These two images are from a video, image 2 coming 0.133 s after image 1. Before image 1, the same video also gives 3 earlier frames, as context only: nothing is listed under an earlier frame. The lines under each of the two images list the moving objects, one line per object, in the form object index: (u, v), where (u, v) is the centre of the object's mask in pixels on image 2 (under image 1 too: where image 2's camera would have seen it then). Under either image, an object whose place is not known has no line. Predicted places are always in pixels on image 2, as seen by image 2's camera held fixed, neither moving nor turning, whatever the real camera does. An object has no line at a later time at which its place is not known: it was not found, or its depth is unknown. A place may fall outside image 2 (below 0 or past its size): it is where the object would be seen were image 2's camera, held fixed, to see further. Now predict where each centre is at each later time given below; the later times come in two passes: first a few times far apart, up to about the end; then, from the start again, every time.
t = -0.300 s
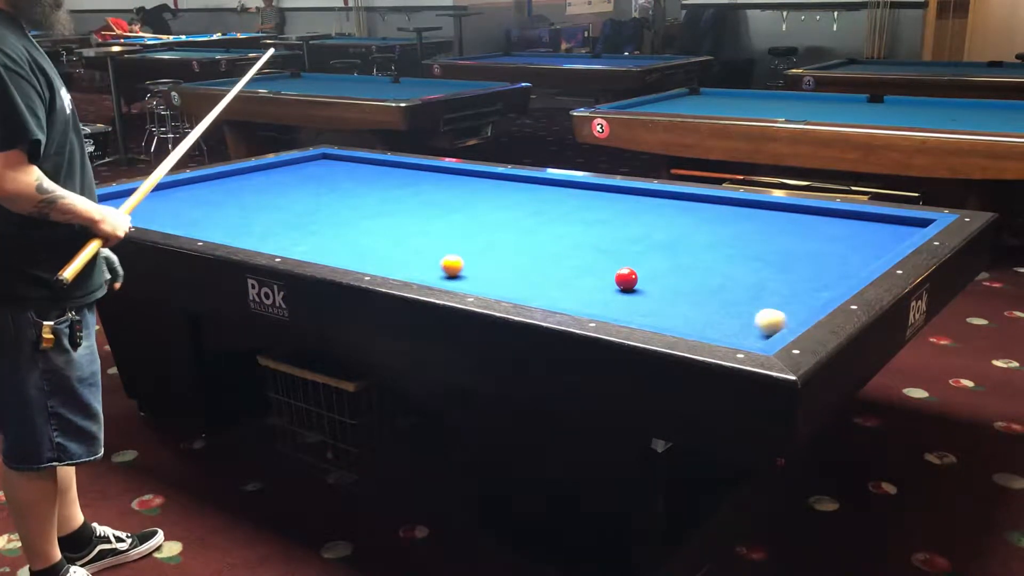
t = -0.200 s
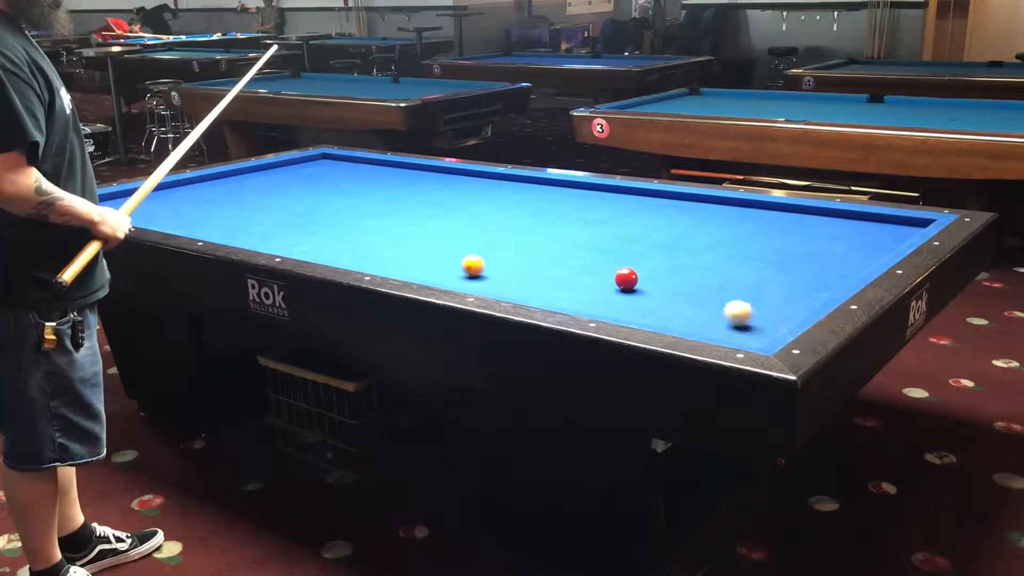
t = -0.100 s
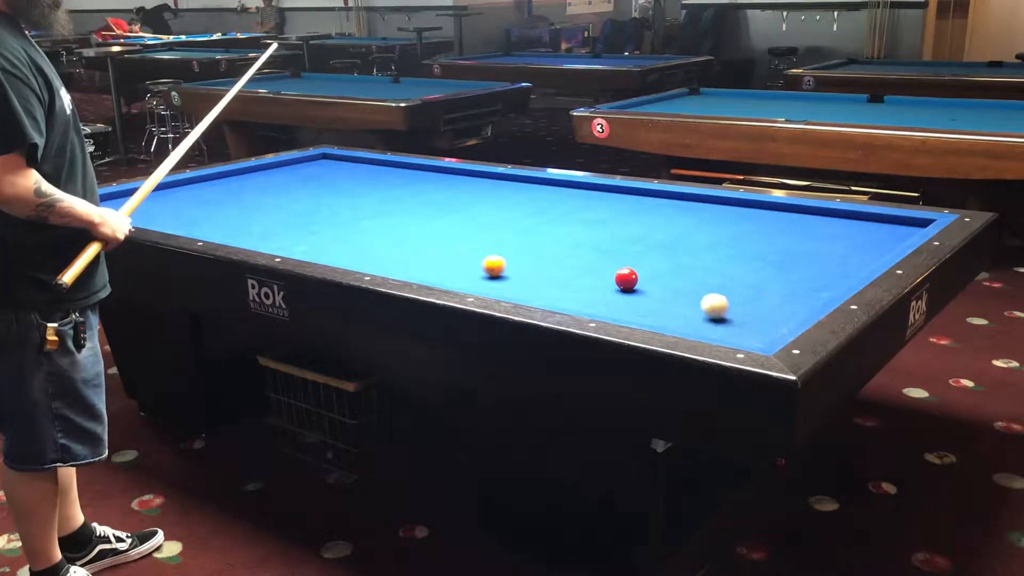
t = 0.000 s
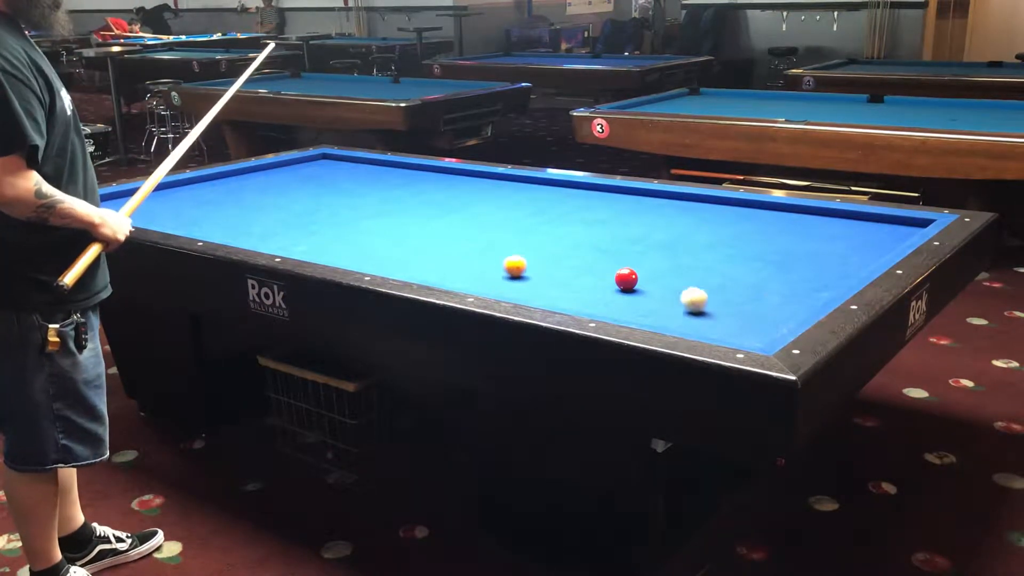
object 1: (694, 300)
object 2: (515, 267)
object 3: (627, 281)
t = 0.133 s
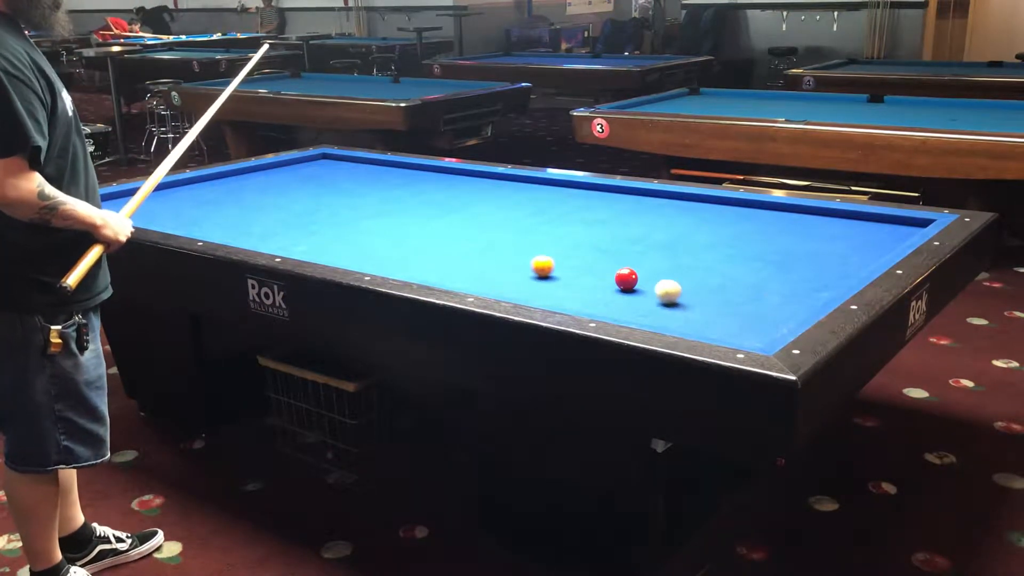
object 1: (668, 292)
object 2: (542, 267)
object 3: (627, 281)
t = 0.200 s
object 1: (655, 288)
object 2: (556, 266)
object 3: (626, 279)
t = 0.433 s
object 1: (638, 283)
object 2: (603, 261)
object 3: (607, 273)
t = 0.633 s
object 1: (631, 281)
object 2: (640, 261)
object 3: (593, 273)
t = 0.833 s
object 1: (624, 279)
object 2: (674, 256)
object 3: (581, 273)
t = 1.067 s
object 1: (617, 277)
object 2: (712, 251)
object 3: (566, 273)
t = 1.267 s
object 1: (611, 275)
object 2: (743, 247)
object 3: (555, 273)
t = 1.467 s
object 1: (606, 273)
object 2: (773, 243)
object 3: (544, 273)
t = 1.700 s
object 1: (600, 272)
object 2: (806, 238)
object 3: (532, 273)
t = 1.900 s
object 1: (596, 270)
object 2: (833, 234)
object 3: (522, 273)
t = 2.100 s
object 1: (592, 269)
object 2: (860, 230)
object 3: (513, 273)
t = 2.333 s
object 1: (588, 268)
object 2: (889, 227)
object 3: (503, 273)
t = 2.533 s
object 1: (585, 267)
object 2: (913, 223)
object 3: (495, 273)
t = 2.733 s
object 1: (582, 267)
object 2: (922, 221)
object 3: (488, 273)
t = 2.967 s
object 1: (580, 265)
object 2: (916, 224)
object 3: (480, 272)
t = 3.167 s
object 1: (578, 265)
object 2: (912, 227)
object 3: (474, 272)
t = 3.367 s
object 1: (577, 264)
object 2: (907, 229)
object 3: (468, 272)
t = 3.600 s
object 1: (576, 264)
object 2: (902, 231)
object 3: (462, 272)
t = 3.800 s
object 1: (575, 263)
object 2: (897, 233)
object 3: (458, 272)
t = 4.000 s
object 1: (575, 263)
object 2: (893, 235)
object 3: (454, 272)
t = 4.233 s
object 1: (575, 263)
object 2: (888, 237)
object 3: (450, 272)
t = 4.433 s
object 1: (575, 263)
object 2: (884, 238)
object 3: (447, 272)
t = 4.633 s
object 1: (575, 263)
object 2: (881, 239)
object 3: (445, 272)
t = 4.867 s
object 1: (575, 263)
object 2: (876, 241)
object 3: (443, 272)
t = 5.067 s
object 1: (575, 263)
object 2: (873, 242)
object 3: (441, 272)
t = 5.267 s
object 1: (575, 263)
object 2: (869, 243)
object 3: (441, 272)
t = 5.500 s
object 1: (576, 263)
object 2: (866, 244)
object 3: (441, 272)
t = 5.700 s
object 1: (575, 263)
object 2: (863, 245)
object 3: (441, 272)
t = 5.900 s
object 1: (576, 263)
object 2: (860, 246)
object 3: (441, 272)
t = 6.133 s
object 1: (575, 263)
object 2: (857, 247)
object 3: (441, 272)
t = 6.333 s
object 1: (576, 263)
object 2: (854, 247)
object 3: (441, 272)
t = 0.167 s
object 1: (662, 290)
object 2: (549, 266)
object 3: (626, 279)
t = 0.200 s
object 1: (655, 288)
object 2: (556, 266)
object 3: (626, 279)
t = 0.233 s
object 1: (649, 286)
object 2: (563, 266)
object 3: (626, 279)
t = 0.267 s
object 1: (644, 285)
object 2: (570, 266)
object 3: (625, 279)
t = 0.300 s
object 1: (642, 284)
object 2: (577, 266)
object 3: (622, 278)
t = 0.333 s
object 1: (642, 284)
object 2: (584, 267)
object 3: (617, 276)
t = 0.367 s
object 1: (640, 284)
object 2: (591, 267)
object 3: (613, 275)
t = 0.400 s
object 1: (639, 283)
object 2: (595, 265)
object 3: (610, 274)
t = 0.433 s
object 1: (638, 283)
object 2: (603, 261)
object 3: (607, 273)
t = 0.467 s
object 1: (637, 283)
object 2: (612, 261)
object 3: (604, 273)
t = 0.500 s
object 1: (636, 282)
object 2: (617, 263)
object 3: (602, 273)
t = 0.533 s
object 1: (635, 282)
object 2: (622, 263)
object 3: (600, 273)
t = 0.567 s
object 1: (633, 281)
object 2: (627, 261)
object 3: (598, 273)
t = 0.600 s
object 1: (632, 281)
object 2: (634, 261)
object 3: (596, 273)
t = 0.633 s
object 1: (631, 281)
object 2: (640, 261)
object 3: (593, 273)
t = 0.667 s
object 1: (630, 280)
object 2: (645, 260)
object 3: (591, 273)
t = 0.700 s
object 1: (628, 280)
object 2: (651, 259)
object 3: (589, 273)
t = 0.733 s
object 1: (627, 280)
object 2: (657, 259)
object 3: (587, 273)
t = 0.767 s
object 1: (626, 279)
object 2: (663, 258)
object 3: (585, 273)
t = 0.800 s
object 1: (625, 279)
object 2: (668, 257)
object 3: (583, 273)
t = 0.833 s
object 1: (624, 279)
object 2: (674, 256)
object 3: (581, 273)
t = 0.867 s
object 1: (623, 279)
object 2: (679, 255)
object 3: (578, 273)
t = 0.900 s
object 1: (622, 278)
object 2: (685, 255)
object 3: (576, 273)
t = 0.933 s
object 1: (621, 278)
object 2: (690, 254)
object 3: (574, 273)
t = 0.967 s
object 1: (620, 277)
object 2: (696, 253)
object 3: (572, 273)
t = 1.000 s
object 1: (619, 277)
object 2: (701, 253)
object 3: (570, 273)
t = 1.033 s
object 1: (618, 277)
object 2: (707, 252)
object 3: (568, 273)
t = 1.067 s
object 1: (617, 277)
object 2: (712, 251)
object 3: (566, 273)
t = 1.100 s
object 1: (616, 277)
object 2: (717, 251)
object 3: (564, 273)
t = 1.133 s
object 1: (615, 276)
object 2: (723, 250)
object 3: (562, 273)
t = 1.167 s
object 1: (614, 276)
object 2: (728, 249)
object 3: (560, 273)
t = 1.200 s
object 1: (614, 276)
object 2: (733, 248)
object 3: (558, 273)
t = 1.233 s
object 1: (612, 275)
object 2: (738, 248)
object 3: (557, 273)
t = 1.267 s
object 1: (611, 275)
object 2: (743, 247)
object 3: (555, 273)
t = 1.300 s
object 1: (610, 275)
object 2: (748, 246)
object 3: (553, 273)
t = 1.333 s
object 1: (610, 274)
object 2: (753, 245)
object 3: (551, 273)
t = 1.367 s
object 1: (609, 274)
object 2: (758, 245)
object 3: (549, 273)
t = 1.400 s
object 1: (608, 274)
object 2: (763, 244)
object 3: (547, 273)
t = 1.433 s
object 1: (607, 274)
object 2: (768, 243)
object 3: (546, 273)
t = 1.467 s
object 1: (606, 273)
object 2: (773, 243)
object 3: (544, 273)
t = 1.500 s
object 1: (605, 273)
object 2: (778, 242)
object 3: (542, 273)
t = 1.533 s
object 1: (604, 273)
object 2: (783, 241)
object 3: (540, 273)
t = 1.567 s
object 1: (604, 273)
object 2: (787, 241)
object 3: (539, 273)
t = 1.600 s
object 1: (603, 273)
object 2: (792, 240)
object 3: (537, 273)
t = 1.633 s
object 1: (602, 272)
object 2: (797, 239)
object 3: (535, 273)
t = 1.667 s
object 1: (601, 272)
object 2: (802, 239)
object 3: (533, 273)
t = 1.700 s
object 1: (600, 272)
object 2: (806, 238)
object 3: (532, 273)
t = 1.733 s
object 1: (600, 272)
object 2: (811, 237)
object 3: (530, 273)
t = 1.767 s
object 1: (599, 271)
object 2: (816, 237)
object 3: (528, 273)
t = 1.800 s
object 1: (598, 271)
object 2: (820, 236)
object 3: (527, 273)
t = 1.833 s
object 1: (597, 271)
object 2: (825, 236)
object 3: (525, 273)
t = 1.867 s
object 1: (597, 271)
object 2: (829, 235)
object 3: (524, 273)
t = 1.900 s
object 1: (596, 270)
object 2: (833, 234)
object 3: (522, 273)
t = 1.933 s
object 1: (595, 270)
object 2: (838, 234)
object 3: (521, 273)
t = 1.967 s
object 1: (594, 270)
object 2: (842, 233)
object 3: (519, 273)
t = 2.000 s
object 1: (594, 270)
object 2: (847, 232)
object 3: (517, 273)
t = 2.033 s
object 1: (593, 270)
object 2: (851, 232)
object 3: (516, 273)
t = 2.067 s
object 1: (592, 270)
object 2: (855, 231)
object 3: (515, 273)
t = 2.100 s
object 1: (592, 269)
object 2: (860, 230)
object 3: (513, 273)
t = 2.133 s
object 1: (591, 269)
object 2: (864, 230)
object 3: (512, 273)
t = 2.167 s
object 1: (591, 269)
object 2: (868, 229)
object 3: (510, 273)
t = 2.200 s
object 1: (590, 269)
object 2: (872, 229)
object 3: (509, 273)
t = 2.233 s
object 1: (589, 269)
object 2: (876, 228)
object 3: (507, 272)
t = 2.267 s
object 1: (589, 268)
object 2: (880, 228)
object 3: (506, 273)
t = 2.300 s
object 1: (588, 268)
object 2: (884, 227)
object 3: (504, 273)
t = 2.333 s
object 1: (588, 268)
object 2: (889, 227)
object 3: (503, 273)
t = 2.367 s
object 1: (587, 268)
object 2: (893, 226)
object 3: (502, 273)
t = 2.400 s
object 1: (587, 268)
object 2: (897, 225)
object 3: (500, 273)
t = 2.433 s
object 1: (586, 268)
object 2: (901, 225)
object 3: (499, 273)
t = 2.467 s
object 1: (586, 268)
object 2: (905, 224)
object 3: (498, 273)
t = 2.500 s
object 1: (585, 267)
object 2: (908, 224)
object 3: (497, 273)
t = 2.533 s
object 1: (585, 267)
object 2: (913, 223)
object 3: (495, 273)
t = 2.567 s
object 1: (584, 267)
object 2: (916, 222)
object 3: (494, 273)
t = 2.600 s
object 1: (584, 267)
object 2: (920, 221)
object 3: (493, 273)
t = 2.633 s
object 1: (583, 267)
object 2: (923, 221)
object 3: (492, 273)
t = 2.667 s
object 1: (583, 267)
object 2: (923, 221)
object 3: (490, 273)
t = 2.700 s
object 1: (582, 267)
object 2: (923, 221)
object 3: (489, 273)
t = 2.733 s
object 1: (582, 267)
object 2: (922, 221)
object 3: (488, 273)
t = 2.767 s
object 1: (582, 266)
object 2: (921, 222)
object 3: (487, 273)
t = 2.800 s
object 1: (581, 266)
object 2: (921, 222)
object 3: (486, 273)
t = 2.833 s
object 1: (581, 266)
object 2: (920, 223)
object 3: (485, 272)
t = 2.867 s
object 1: (581, 266)
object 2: (919, 223)
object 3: (484, 272)
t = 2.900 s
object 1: (580, 266)
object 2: (918, 223)
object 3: (482, 272)
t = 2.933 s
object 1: (580, 265)
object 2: (917, 224)
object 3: (481, 272)
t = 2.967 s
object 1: (580, 265)
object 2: (916, 224)
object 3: (480, 272)
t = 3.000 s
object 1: (579, 265)
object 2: (915, 225)
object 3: (479, 272)
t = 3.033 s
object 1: (579, 265)
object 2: (915, 225)
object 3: (478, 272)
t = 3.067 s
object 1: (579, 265)
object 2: (914, 225)
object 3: (477, 272)
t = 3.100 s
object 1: (579, 265)
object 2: (913, 226)
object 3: (476, 272)
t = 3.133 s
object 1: (578, 265)
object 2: (912, 226)
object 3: (475, 272)
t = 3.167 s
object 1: (578, 265)
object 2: (912, 227)
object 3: (474, 272)
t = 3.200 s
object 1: (578, 265)
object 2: (911, 227)
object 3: (473, 272)
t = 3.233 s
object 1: (577, 265)
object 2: (910, 228)
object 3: (472, 272)
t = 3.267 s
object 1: (577, 265)
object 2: (909, 228)
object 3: (471, 272)
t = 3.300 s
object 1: (577, 264)
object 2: (908, 228)
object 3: (470, 272)
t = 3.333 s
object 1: (577, 264)
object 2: (908, 228)
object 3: (469, 272)
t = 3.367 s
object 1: (577, 264)
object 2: (907, 229)
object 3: (468, 272)
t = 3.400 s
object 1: (577, 264)
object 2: (906, 229)
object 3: (468, 272)
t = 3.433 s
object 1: (576, 264)
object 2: (905, 229)
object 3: (467, 272)
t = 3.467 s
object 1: (576, 264)
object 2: (905, 230)
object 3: (466, 272)
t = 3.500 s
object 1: (576, 264)
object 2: (904, 230)
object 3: (465, 272)
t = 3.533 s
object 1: (576, 264)
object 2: (903, 230)
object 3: (464, 272)
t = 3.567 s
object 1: (576, 264)
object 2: (902, 231)
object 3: (463, 272)
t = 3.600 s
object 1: (576, 264)
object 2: (902, 231)
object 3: (462, 272)
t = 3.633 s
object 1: (576, 264)
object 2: (901, 231)
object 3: (462, 272)
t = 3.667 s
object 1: (576, 264)
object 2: (900, 232)
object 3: (461, 272)
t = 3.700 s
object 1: (575, 264)
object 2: (899, 232)
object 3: (460, 272)
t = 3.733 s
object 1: (575, 263)
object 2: (898, 232)
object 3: (459, 272)
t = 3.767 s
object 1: (575, 264)
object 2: (898, 233)
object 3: (459, 272)
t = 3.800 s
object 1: (575, 263)
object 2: (897, 233)
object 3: (458, 272)
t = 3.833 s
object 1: (575, 264)
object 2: (896, 233)
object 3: (457, 272)
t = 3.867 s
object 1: (575, 263)
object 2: (895, 234)
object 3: (457, 272)
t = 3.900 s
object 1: (575, 263)
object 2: (895, 234)
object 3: (456, 272)
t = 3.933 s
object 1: (575, 263)
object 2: (894, 234)
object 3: (455, 272)
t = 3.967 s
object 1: (575, 263)
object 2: (893, 234)
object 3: (455, 272)
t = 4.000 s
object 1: (575, 263)
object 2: (893, 235)
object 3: (454, 272)
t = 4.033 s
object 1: (575, 263)
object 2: (892, 235)
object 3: (453, 272)
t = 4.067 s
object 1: (575, 263)
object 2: (891, 235)
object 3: (453, 273)
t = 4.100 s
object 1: (575, 263)
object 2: (891, 235)
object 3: (452, 272)
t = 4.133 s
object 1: (575, 263)
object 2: (890, 236)
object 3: (452, 272)
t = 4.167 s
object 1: (575, 263)
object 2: (890, 236)
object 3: (451, 272)
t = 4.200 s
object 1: (575, 263)
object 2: (889, 236)
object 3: (451, 272)
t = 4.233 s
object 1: (575, 263)
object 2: (888, 237)
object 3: (450, 272)
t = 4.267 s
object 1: (575, 263)
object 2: (888, 237)
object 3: (450, 272)
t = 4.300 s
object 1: (575, 263)
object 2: (887, 237)
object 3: (449, 272)
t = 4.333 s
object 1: (575, 263)
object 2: (886, 237)
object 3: (448, 272)
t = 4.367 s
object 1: (575, 263)
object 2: (886, 237)
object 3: (448, 272)
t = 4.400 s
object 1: (575, 263)
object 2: (885, 237)
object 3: (448, 272)
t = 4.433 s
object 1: (575, 263)
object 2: (884, 238)
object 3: (447, 272)
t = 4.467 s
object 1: (575, 263)
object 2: (884, 238)
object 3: (447, 272)
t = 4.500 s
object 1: (575, 263)
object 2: (883, 238)
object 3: (446, 272)
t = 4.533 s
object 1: (575, 263)
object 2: (882, 239)
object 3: (446, 272)
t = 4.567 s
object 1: (575, 263)
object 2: (882, 239)
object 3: (445, 272)
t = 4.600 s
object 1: (575, 263)
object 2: (881, 239)
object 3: (445, 272)
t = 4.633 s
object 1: (575, 263)
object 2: (881, 239)
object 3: (445, 272)
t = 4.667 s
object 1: (575, 263)
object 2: (880, 239)
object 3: (444, 272)
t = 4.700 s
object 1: (575, 263)
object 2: (879, 239)
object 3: (444, 272)
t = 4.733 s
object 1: (575, 263)
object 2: (878, 240)
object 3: (444, 272)
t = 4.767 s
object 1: (575, 263)
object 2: (878, 240)
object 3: (443, 272)
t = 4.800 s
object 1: (575, 263)
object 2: (877, 240)
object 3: (443, 272)
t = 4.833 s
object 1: (575, 263)
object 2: (877, 240)
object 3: (443, 272)
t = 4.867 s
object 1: (575, 263)
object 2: (876, 241)
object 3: (443, 272)
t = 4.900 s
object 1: (575, 263)
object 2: (876, 241)
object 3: (442, 272)
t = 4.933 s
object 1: (575, 263)
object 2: (875, 241)
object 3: (442, 272)
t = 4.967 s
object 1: (575, 263)
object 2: (875, 241)
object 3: (442, 272)
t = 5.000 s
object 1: (575, 263)
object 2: (874, 242)
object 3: (442, 272)
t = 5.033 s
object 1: (575, 263)
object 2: (873, 242)
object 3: (441, 272)
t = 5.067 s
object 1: (575, 263)
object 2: (873, 242)
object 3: (441, 272)
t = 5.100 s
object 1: (575, 263)
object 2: (872, 242)
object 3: (441, 272)
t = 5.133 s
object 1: (575, 263)
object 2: (872, 242)
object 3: (441, 272)
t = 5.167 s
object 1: (575, 263)
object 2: (871, 242)
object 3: (441, 272)
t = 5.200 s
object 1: (575, 263)
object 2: (870, 243)
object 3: (441, 272)
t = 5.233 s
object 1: (575, 263)
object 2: (870, 243)
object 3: (441, 272)
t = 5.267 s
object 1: (575, 263)
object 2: (869, 243)
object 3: (441, 272)
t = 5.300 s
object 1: (575, 263)
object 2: (869, 243)
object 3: (441, 272)
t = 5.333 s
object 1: (576, 263)
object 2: (868, 243)
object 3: (441, 272)
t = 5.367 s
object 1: (576, 263)
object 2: (868, 244)
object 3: (441, 272)
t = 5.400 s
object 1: (576, 263)
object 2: (867, 244)
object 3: (441, 272)
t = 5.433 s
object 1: (576, 263)
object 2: (867, 244)
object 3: (441, 272)
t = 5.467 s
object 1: (575, 263)
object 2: (866, 244)
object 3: (441, 272)
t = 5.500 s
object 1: (576, 263)
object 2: (866, 244)
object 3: (441, 272)
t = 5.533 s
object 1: (576, 263)
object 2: (865, 244)
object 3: (441, 272)
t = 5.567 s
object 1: (575, 263)
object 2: (865, 244)
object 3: (441, 272)
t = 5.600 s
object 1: (575, 263)
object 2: (864, 245)
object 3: (441, 272)
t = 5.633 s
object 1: (575, 263)
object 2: (864, 245)
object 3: (441, 272)
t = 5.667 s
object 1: (576, 263)
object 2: (863, 245)
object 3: (441, 272)
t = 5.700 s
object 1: (575, 263)
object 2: (863, 245)
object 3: (441, 272)
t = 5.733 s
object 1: (575, 263)
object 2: (863, 245)
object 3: (441, 272)
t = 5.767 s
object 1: (576, 263)
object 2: (862, 245)
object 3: (441, 272)
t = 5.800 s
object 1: (576, 263)
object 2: (861, 245)
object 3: (441, 272)
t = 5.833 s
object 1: (576, 263)
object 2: (861, 246)
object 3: (441, 272)
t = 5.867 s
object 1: (575, 263)
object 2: (861, 246)
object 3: (441, 272)
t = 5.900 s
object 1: (576, 263)
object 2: (860, 246)
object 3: (441, 272)
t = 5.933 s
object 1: (575, 263)
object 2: (860, 246)
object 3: (441, 272)
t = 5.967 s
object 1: (576, 263)
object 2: (859, 246)
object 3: (441, 272)
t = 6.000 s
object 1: (576, 263)
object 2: (859, 246)
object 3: (441, 272)
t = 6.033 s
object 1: (575, 263)
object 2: (858, 246)
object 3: (441, 272)
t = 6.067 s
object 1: (575, 263)
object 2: (858, 246)
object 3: (441, 272)
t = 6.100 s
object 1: (575, 263)
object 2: (858, 247)
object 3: (441, 272)
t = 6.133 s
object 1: (575, 263)
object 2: (857, 247)
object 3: (441, 272)
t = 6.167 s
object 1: (575, 263)
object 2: (857, 247)
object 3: (441, 272)
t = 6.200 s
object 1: (576, 263)
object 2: (856, 247)
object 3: (441, 272)
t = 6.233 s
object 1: (576, 263)
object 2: (856, 247)
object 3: (441, 272)
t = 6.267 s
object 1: (576, 263)
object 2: (855, 247)
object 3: (441, 272)
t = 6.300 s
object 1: (575, 263)
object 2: (855, 247)
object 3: (441, 272)
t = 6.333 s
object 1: (576, 263)
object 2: (854, 247)
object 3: (441, 272)
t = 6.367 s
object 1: (576, 263)
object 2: (854, 247)
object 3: (441, 272)
